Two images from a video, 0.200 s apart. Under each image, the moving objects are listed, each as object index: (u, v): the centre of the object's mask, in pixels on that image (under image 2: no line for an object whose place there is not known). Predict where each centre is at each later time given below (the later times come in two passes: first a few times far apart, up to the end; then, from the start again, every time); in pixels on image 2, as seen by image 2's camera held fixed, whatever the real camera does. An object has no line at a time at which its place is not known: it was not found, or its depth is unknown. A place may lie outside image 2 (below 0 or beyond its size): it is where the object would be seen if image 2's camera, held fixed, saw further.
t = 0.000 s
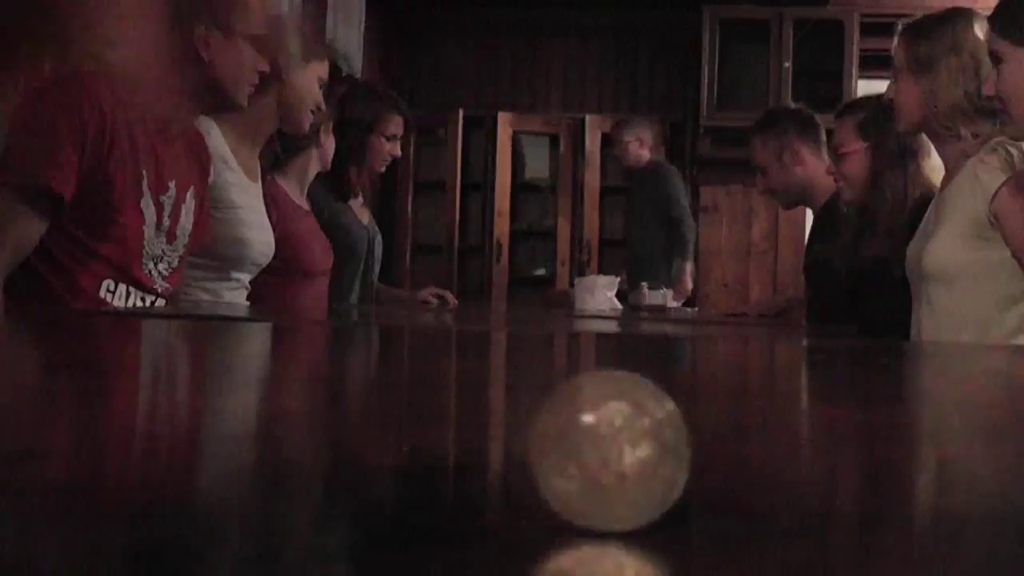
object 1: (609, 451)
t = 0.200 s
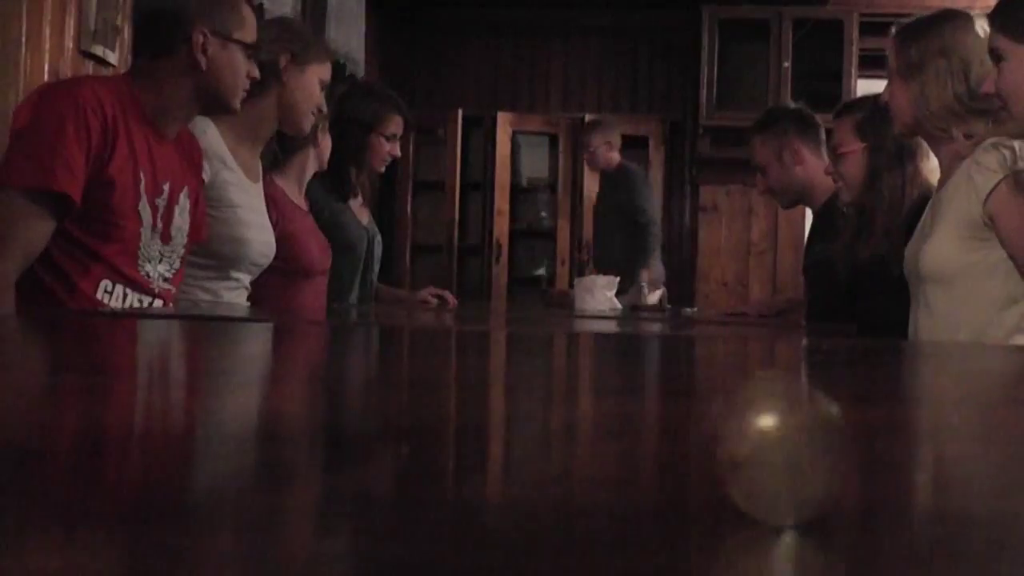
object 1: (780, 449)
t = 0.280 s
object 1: (823, 445)
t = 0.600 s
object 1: (935, 431)
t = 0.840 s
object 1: (944, 406)
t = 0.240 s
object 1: (805, 446)
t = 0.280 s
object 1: (823, 445)
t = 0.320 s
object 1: (851, 444)
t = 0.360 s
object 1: (867, 443)
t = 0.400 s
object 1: (877, 440)
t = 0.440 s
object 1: (890, 439)
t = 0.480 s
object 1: (902, 435)
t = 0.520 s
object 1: (905, 430)
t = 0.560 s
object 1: (928, 435)
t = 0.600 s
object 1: (935, 431)
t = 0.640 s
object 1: (941, 429)
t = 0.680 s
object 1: (942, 427)
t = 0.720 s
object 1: (936, 423)
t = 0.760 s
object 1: (947, 417)
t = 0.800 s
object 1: (953, 415)
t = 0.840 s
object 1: (944, 406)
